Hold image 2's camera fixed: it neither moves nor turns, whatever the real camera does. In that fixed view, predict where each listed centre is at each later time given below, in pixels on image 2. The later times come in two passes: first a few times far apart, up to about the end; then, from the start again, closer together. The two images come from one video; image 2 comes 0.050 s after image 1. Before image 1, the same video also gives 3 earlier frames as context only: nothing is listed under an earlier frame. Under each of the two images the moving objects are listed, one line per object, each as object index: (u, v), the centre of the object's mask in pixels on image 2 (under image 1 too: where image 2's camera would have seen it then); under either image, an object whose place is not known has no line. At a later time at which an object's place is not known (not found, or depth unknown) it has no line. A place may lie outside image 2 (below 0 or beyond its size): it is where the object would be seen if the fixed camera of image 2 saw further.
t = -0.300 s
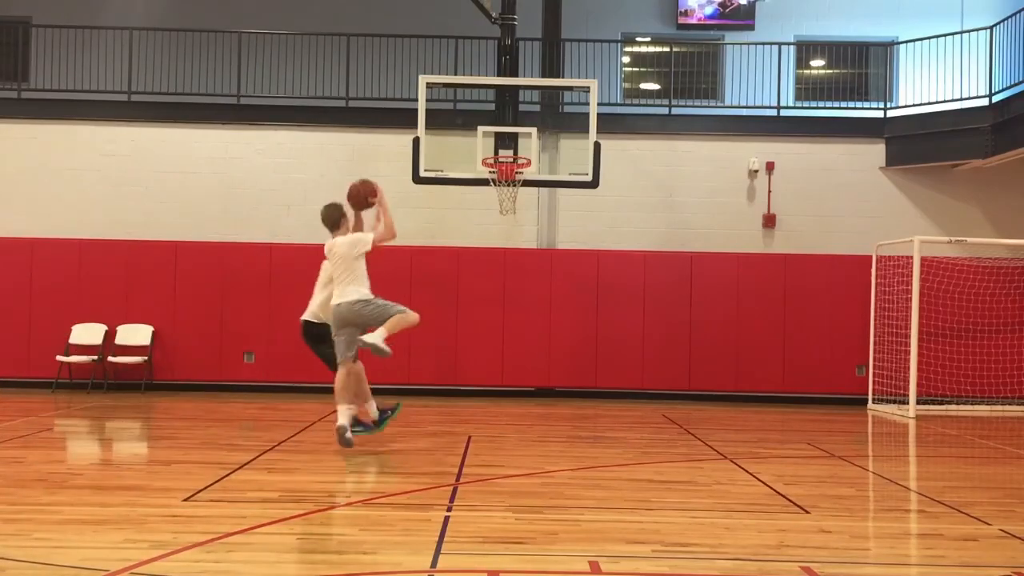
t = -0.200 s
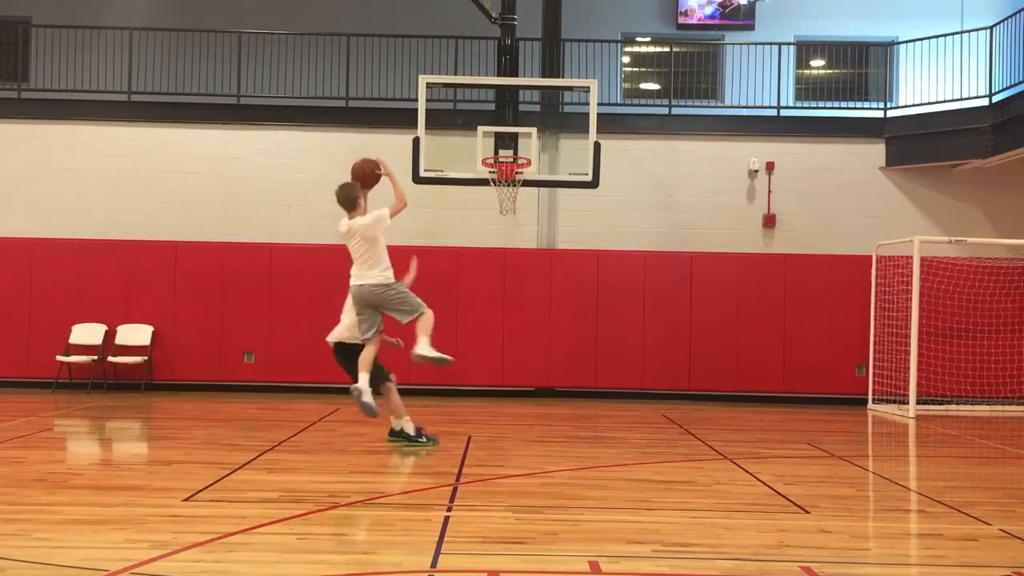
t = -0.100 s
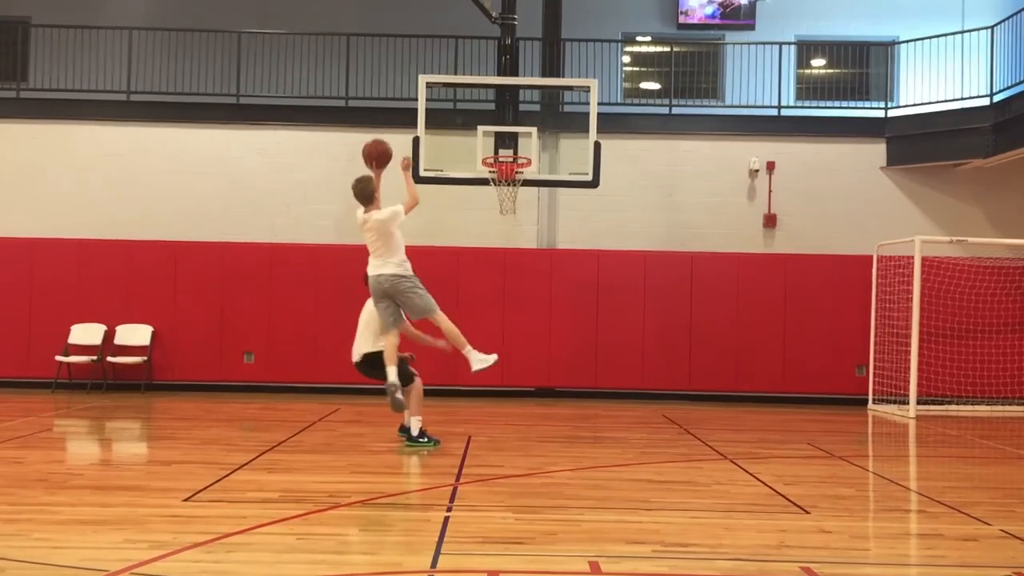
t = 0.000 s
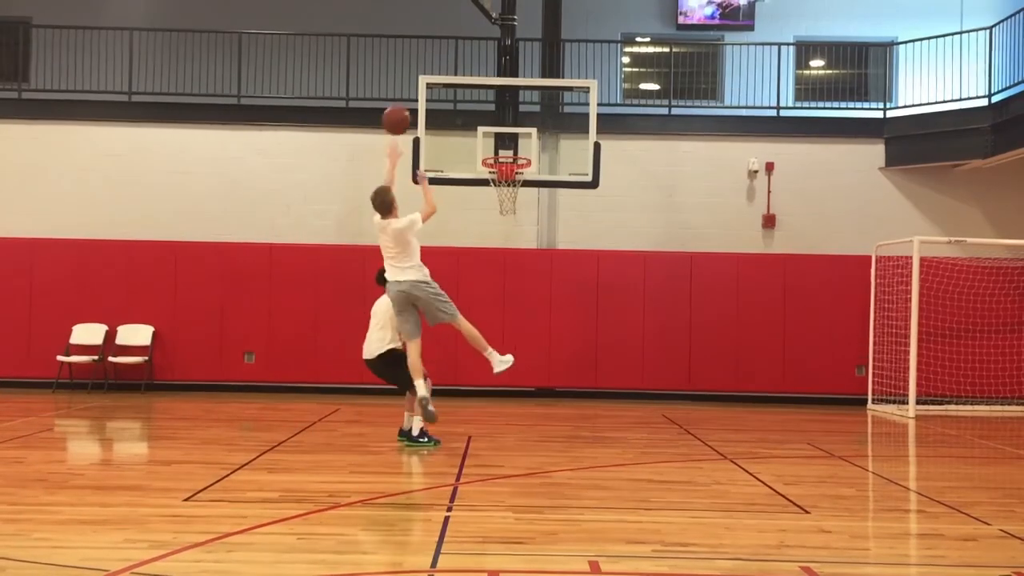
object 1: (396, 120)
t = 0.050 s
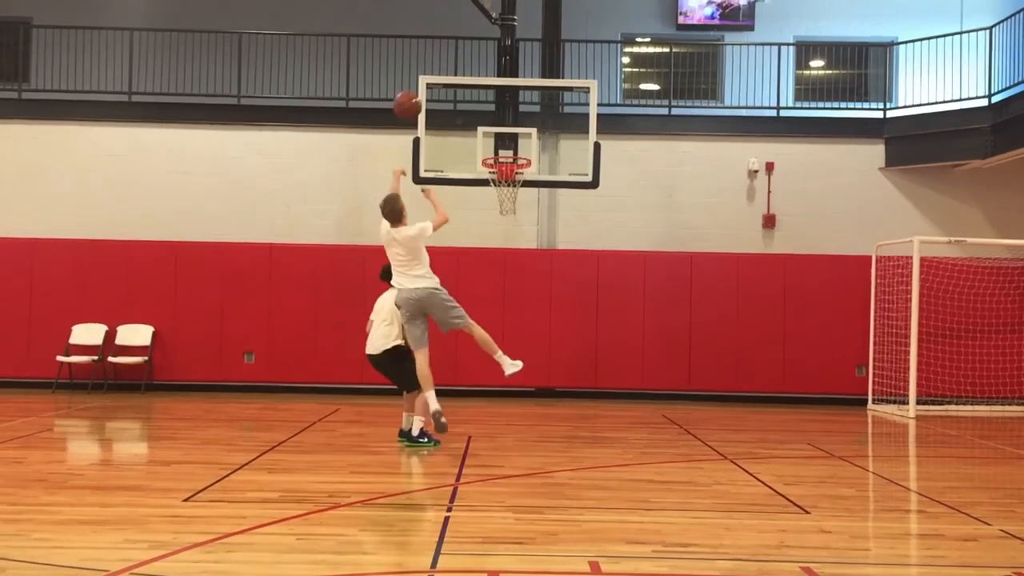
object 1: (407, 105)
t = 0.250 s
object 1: (447, 78)
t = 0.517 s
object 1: (491, 109)
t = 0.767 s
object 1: (515, 139)
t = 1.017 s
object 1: (526, 140)
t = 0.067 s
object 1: (410, 101)
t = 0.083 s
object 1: (414, 98)
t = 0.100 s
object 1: (417, 94)
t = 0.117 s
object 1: (422, 91)
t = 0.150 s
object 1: (428, 86)
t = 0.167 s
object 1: (431, 83)
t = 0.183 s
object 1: (434, 82)
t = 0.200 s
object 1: (438, 81)
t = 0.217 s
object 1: (440, 79)
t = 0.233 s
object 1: (444, 78)
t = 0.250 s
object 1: (447, 78)
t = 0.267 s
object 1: (450, 78)
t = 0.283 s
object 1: (453, 78)
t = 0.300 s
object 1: (455, 78)
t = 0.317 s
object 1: (459, 79)
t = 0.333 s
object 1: (461, 80)
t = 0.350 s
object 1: (464, 82)
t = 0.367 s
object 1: (467, 83)
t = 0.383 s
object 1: (469, 85)
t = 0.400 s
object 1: (473, 87)
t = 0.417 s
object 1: (475, 89)
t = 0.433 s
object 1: (477, 91)
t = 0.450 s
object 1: (480, 94)
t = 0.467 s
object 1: (483, 97)
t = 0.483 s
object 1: (486, 101)
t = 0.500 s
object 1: (488, 104)
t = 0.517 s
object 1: (491, 109)
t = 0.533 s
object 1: (493, 113)
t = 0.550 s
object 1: (495, 117)
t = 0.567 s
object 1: (498, 122)
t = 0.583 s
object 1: (500, 126)
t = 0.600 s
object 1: (502, 130)
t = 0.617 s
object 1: (505, 137)
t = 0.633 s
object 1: (506, 142)
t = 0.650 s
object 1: (509, 146)
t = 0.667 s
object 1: (511, 151)
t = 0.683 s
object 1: (512, 151)
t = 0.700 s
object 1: (513, 147)
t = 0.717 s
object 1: (513, 145)
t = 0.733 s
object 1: (514, 144)
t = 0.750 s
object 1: (515, 141)
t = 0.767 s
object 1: (515, 139)
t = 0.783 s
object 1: (515, 138)
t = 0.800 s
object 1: (516, 136)
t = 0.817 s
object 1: (517, 135)
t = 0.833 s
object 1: (518, 134)
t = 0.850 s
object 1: (519, 132)
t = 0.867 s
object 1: (520, 132)
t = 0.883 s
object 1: (520, 132)
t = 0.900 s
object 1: (521, 132)
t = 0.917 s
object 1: (521, 132)
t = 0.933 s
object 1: (522, 133)
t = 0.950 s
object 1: (523, 133)
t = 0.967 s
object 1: (524, 135)
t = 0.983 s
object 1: (525, 136)
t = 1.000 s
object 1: (525, 137)
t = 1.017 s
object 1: (526, 140)
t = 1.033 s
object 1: (526, 142)
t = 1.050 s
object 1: (527, 144)
